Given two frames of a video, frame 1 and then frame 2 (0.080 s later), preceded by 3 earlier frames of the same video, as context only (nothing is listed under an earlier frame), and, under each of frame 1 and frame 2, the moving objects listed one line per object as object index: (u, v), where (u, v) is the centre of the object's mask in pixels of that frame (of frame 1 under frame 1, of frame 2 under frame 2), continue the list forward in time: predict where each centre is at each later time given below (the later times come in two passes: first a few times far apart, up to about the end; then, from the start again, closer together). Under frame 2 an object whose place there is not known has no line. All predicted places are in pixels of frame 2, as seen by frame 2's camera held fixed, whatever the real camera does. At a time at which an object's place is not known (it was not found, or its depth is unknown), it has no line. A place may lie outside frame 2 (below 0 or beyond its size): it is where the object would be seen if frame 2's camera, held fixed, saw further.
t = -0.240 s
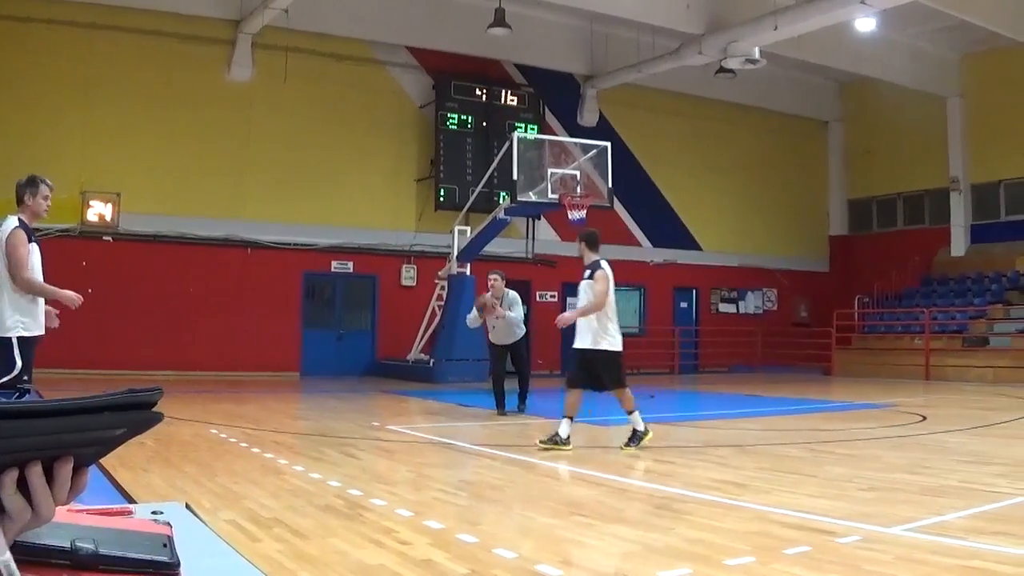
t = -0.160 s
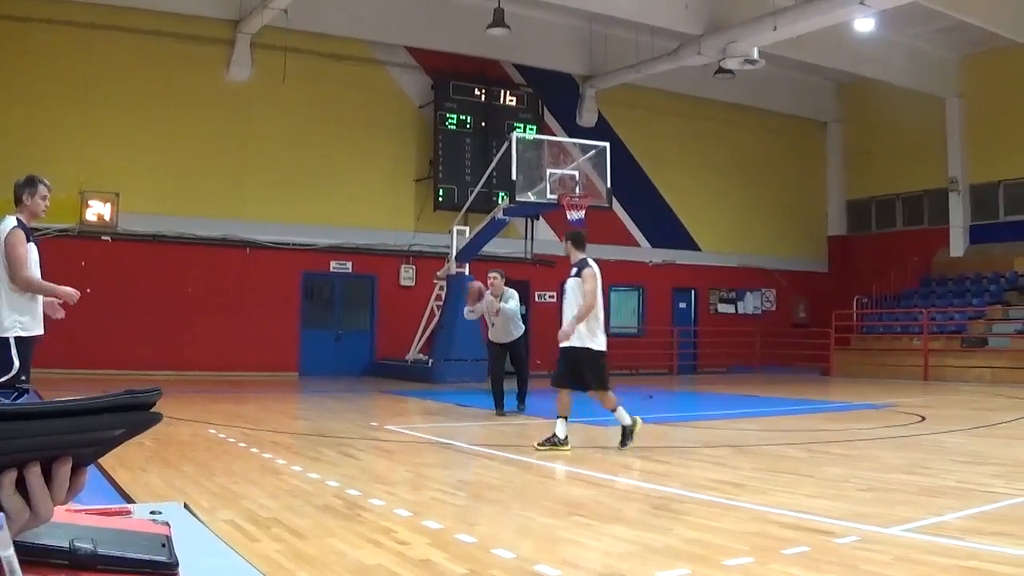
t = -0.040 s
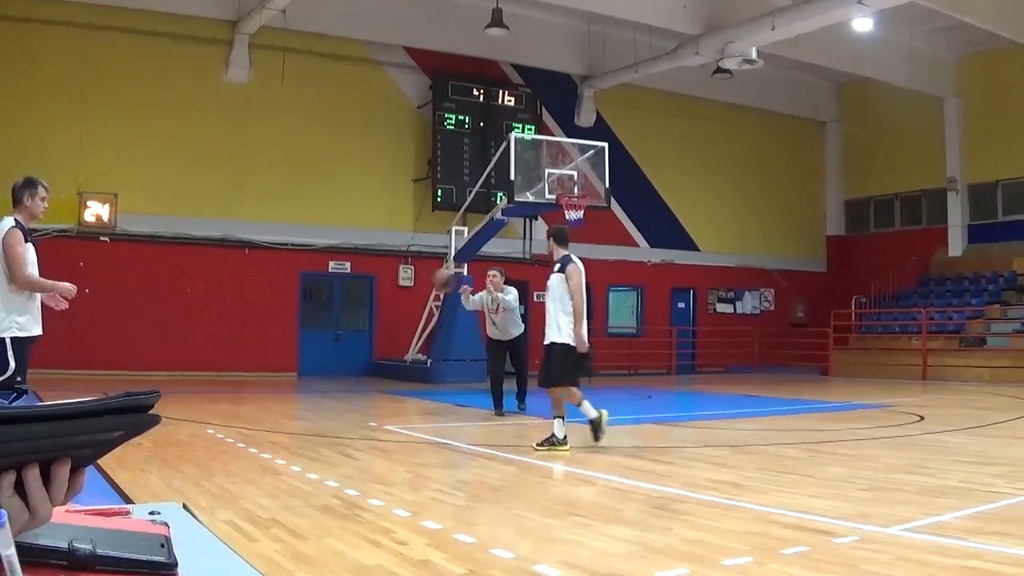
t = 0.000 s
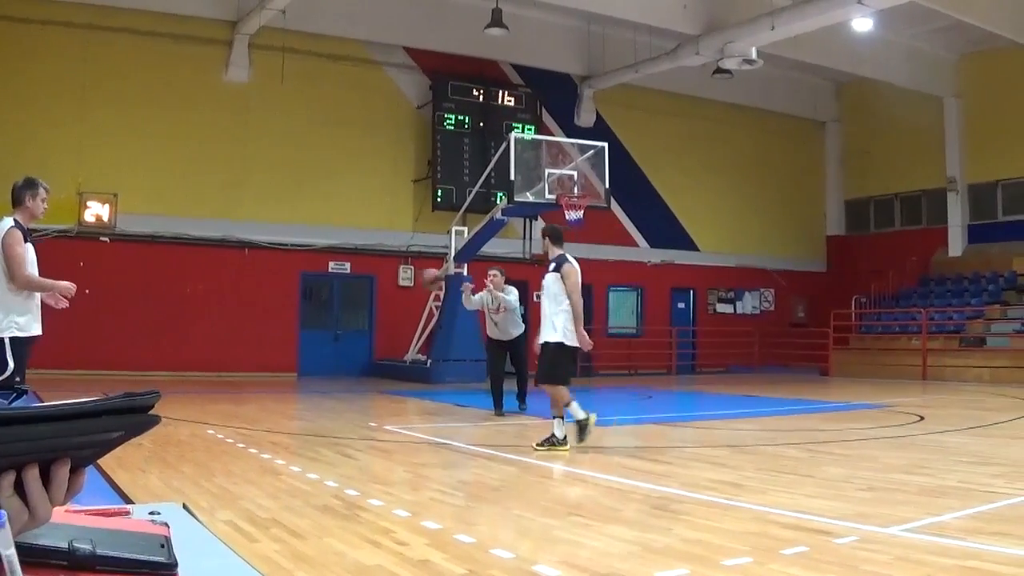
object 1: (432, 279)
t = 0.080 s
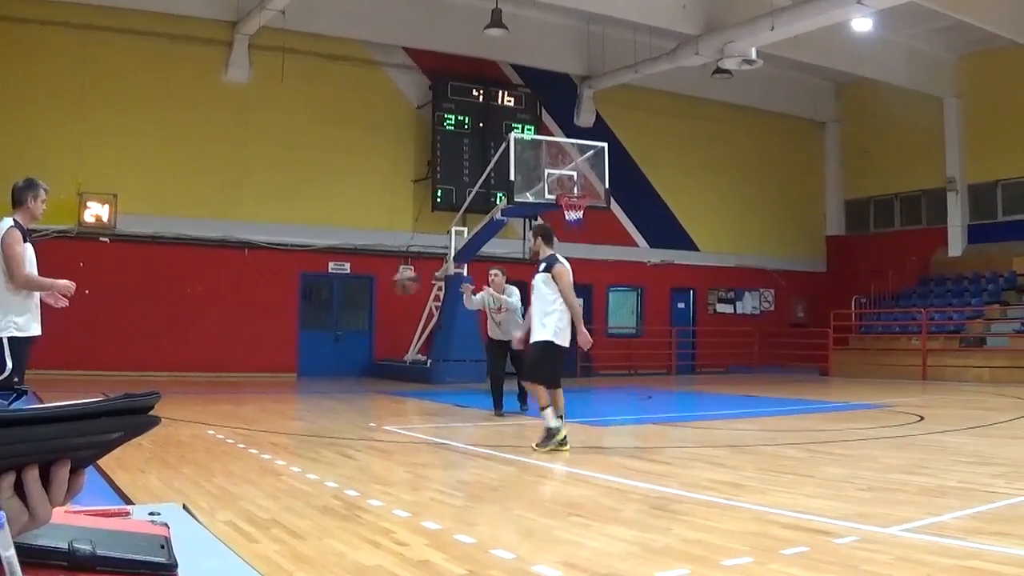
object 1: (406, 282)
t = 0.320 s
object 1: (320, 338)
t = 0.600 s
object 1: (212, 391)
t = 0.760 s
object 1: (170, 337)
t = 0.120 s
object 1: (394, 285)
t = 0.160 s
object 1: (378, 293)
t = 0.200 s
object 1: (364, 302)
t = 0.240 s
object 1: (350, 311)
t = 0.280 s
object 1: (335, 323)
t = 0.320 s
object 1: (320, 338)
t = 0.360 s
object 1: (303, 354)
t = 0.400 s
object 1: (284, 375)
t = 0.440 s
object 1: (266, 398)
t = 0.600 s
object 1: (212, 391)
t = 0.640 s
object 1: (202, 374)
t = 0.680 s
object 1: (192, 361)
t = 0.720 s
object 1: (182, 348)
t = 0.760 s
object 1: (170, 337)
